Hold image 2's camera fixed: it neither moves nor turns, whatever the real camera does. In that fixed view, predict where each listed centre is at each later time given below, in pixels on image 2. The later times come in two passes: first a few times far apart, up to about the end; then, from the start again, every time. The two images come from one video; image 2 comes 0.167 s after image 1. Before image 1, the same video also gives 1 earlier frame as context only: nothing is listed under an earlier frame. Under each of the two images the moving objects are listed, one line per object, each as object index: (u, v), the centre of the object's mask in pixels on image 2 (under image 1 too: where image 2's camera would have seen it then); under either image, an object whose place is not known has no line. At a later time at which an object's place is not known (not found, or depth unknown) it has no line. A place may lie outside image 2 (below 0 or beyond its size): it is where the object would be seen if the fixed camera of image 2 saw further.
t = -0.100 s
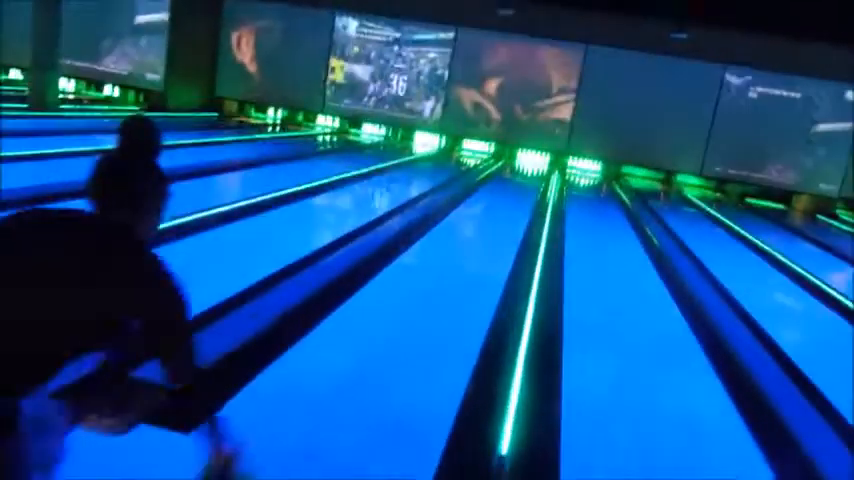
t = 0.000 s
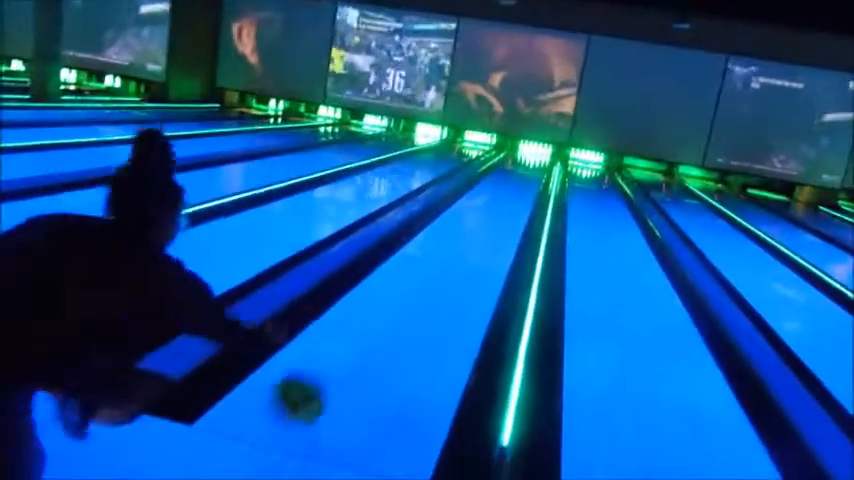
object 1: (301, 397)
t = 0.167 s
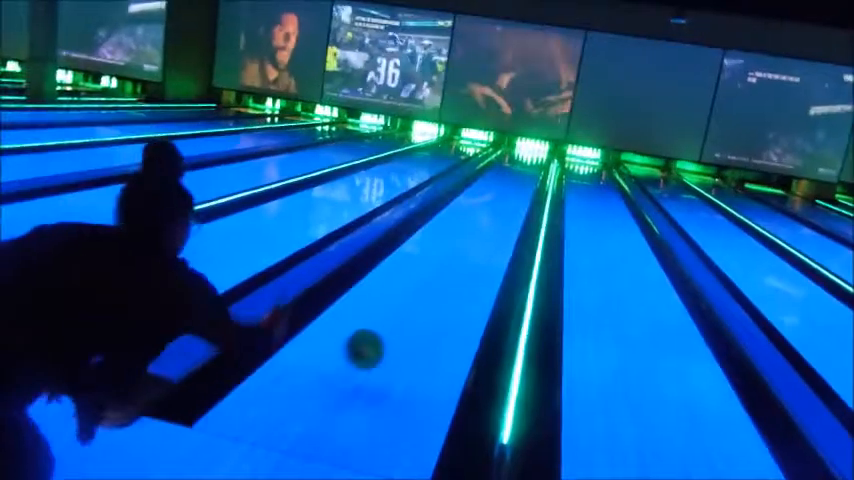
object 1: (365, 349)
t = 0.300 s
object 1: (397, 325)
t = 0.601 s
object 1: (443, 265)
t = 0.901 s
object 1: (470, 231)
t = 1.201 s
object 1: (487, 208)
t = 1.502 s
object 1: (498, 193)
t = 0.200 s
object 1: (373, 348)
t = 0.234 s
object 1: (381, 347)
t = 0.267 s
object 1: (389, 335)
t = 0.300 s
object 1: (397, 325)
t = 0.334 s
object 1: (402, 318)
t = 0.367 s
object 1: (409, 310)
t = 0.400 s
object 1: (416, 301)
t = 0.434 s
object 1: (421, 295)
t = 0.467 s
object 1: (426, 287)
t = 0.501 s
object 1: (430, 282)
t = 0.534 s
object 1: (435, 276)
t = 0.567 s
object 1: (439, 271)
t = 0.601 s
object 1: (443, 265)
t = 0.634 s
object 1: (447, 260)
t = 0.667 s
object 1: (450, 256)
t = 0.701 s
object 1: (453, 252)
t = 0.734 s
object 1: (457, 248)
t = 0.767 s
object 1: (460, 245)
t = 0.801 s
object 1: (462, 241)
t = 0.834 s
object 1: (465, 237)
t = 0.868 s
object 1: (467, 234)
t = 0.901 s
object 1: (470, 231)
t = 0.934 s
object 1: (472, 228)
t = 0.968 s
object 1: (475, 225)
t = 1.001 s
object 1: (476, 223)
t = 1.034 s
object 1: (478, 220)
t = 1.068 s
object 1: (480, 217)
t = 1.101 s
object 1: (481, 216)
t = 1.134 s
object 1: (483, 213)
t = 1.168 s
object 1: (485, 210)
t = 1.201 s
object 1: (487, 208)
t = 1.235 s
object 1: (489, 207)
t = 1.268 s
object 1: (490, 206)
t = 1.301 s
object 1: (490, 205)
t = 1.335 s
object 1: (492, 202)
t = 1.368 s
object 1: (494, 198)
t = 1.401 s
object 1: (496, 196)
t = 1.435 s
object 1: (496, 195)
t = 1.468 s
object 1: (497, 194)
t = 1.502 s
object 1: (498, 193)
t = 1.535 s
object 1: (498, 193)
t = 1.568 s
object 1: (499, 191)
